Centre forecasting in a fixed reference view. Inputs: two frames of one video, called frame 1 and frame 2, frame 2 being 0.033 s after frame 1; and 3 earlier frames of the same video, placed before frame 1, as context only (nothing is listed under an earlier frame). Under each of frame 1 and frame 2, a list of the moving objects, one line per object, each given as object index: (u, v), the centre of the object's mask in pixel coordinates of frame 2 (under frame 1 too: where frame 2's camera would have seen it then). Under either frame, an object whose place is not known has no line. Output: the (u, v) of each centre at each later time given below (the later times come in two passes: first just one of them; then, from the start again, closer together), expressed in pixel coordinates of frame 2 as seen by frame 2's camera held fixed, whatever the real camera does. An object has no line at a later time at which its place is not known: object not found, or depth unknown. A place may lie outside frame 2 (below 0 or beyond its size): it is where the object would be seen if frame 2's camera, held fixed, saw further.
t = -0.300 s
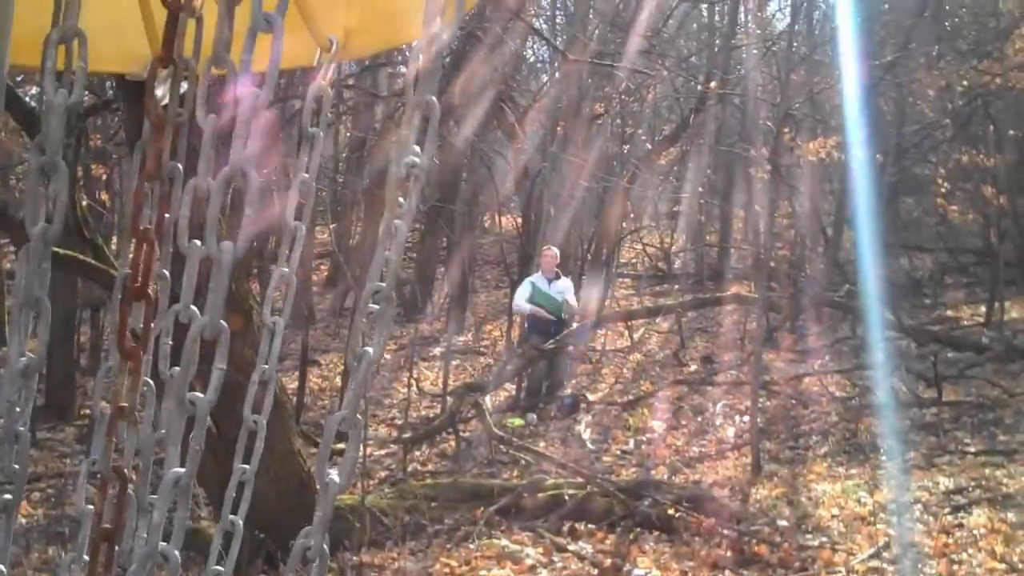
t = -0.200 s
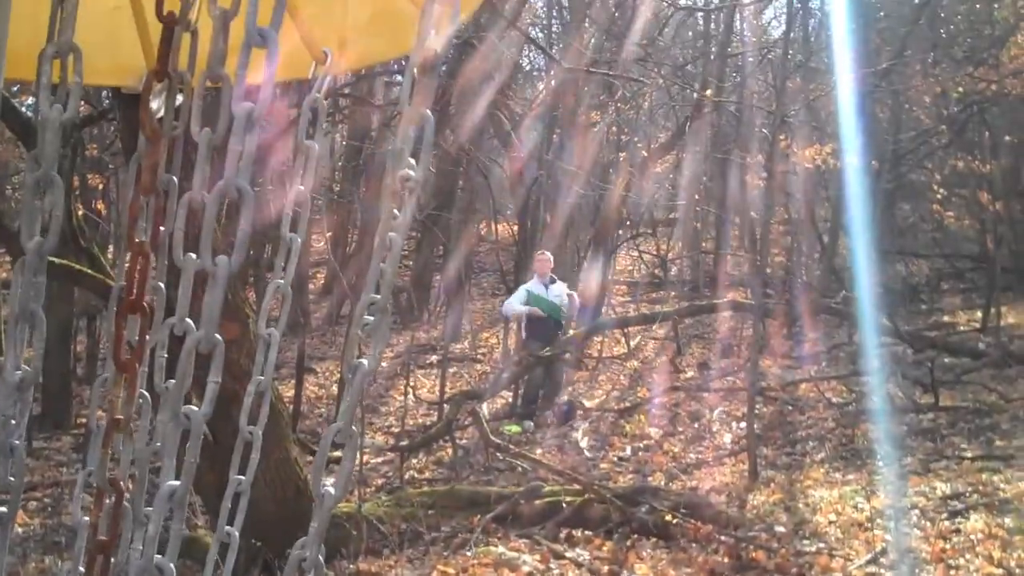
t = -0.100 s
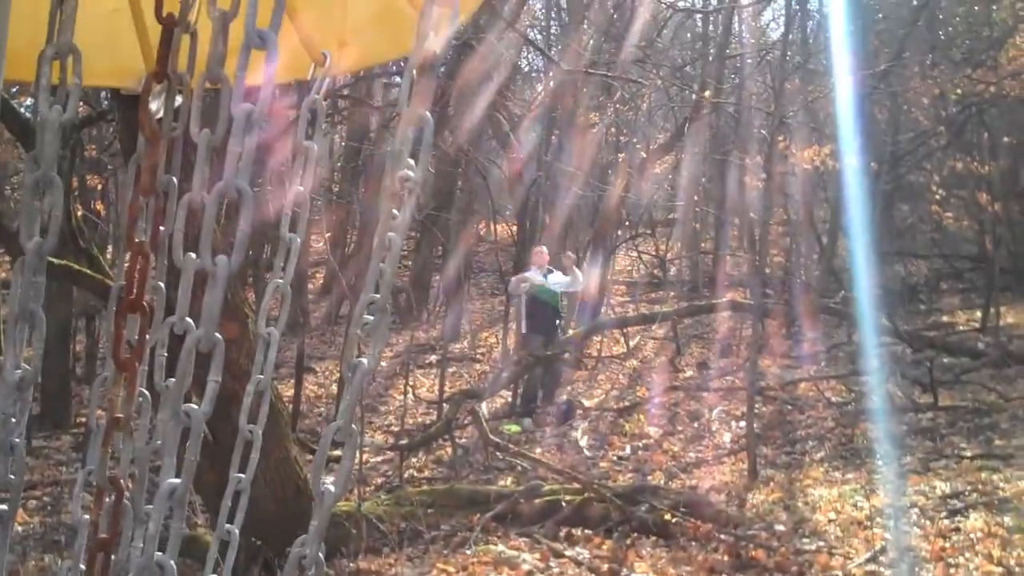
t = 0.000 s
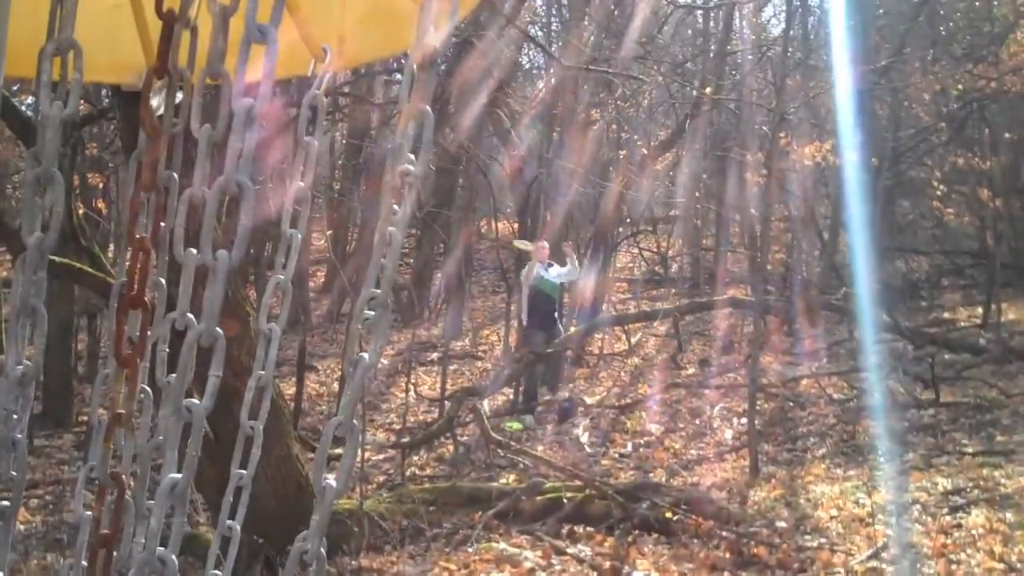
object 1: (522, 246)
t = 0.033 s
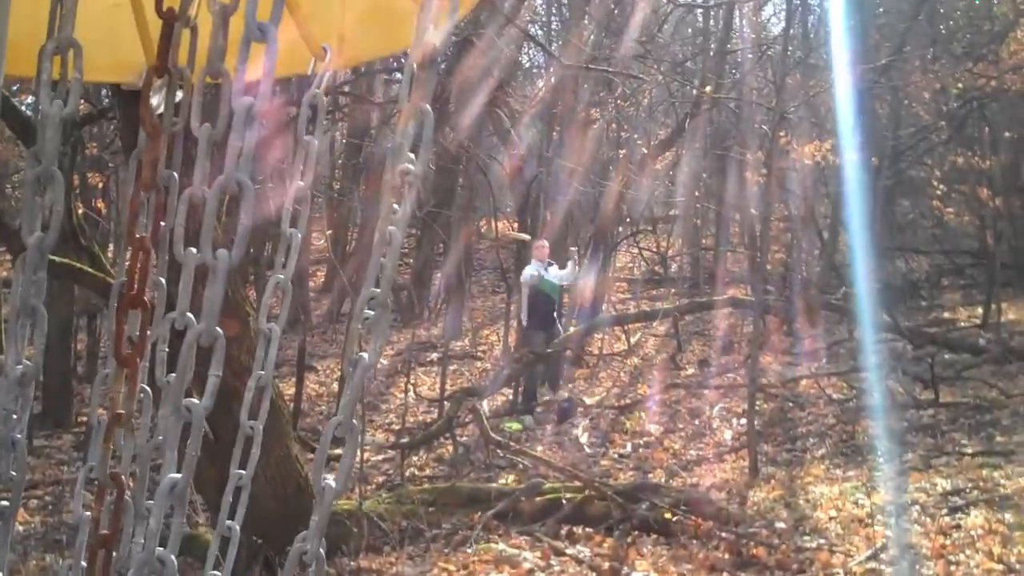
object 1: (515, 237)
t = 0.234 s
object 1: (482, 194)
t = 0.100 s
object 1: (507, 219)
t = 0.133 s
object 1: (502, 213)
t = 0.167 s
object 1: (495, 207)
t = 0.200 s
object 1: (491, 201)
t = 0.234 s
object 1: (482, 194)
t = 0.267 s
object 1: (474, 189)
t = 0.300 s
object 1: (468, 183)
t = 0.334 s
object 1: (460, 178)
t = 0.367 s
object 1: (451, 173)
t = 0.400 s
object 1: (443, 169)
